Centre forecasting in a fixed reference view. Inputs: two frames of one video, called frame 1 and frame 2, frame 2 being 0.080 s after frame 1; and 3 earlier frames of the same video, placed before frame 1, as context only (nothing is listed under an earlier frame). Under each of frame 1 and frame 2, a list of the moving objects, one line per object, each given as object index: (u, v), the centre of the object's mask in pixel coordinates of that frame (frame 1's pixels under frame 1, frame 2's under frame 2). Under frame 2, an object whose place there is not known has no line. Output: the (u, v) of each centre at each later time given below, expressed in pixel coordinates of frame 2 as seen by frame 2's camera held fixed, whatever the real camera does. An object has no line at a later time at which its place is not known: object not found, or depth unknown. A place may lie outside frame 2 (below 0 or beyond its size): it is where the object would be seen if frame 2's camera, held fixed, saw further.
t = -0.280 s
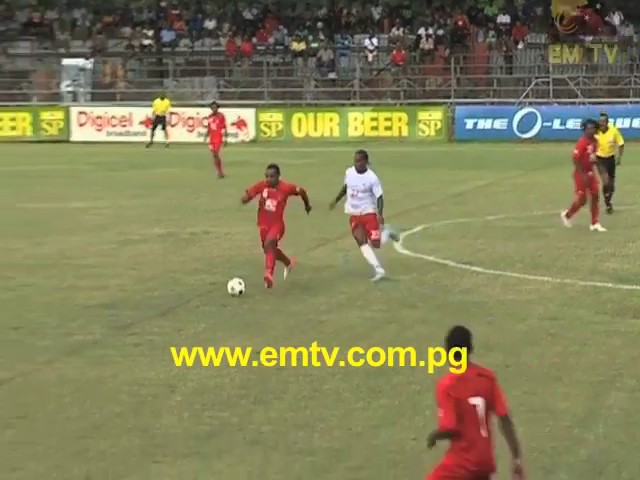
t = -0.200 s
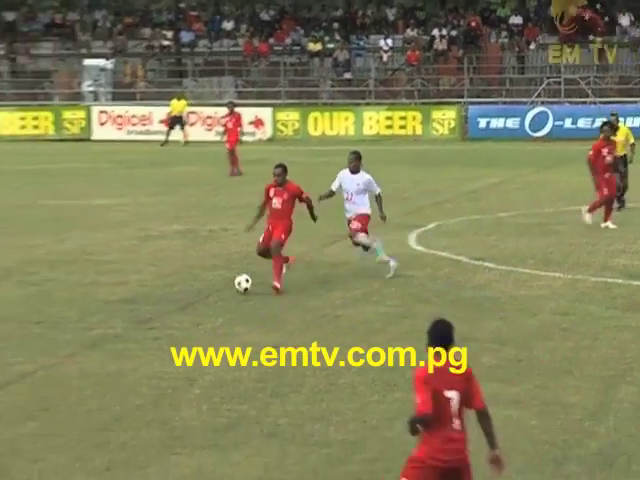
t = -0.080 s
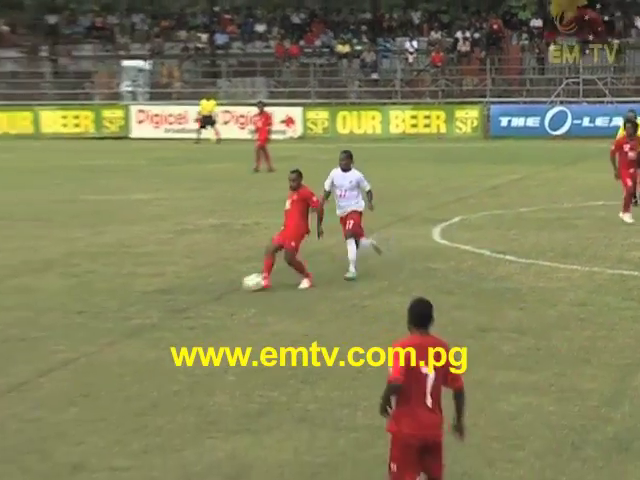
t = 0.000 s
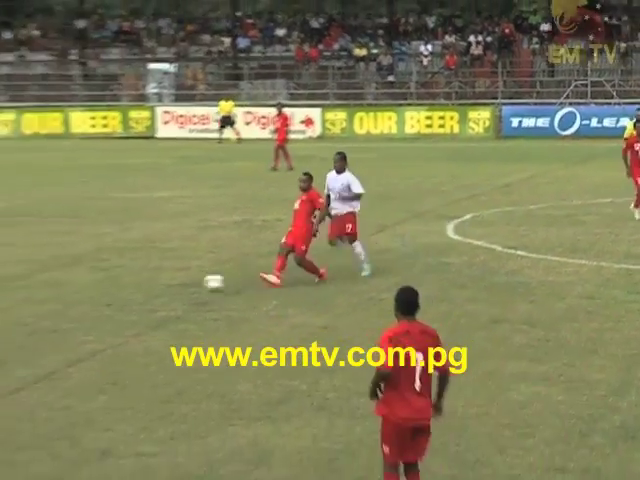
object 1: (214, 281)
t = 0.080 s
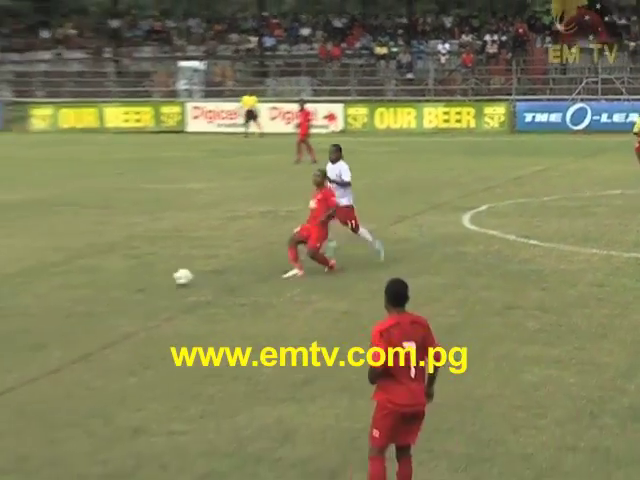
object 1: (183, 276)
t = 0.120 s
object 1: (152, 280)
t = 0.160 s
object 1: (122, 287)
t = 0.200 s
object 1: (90, 294)
